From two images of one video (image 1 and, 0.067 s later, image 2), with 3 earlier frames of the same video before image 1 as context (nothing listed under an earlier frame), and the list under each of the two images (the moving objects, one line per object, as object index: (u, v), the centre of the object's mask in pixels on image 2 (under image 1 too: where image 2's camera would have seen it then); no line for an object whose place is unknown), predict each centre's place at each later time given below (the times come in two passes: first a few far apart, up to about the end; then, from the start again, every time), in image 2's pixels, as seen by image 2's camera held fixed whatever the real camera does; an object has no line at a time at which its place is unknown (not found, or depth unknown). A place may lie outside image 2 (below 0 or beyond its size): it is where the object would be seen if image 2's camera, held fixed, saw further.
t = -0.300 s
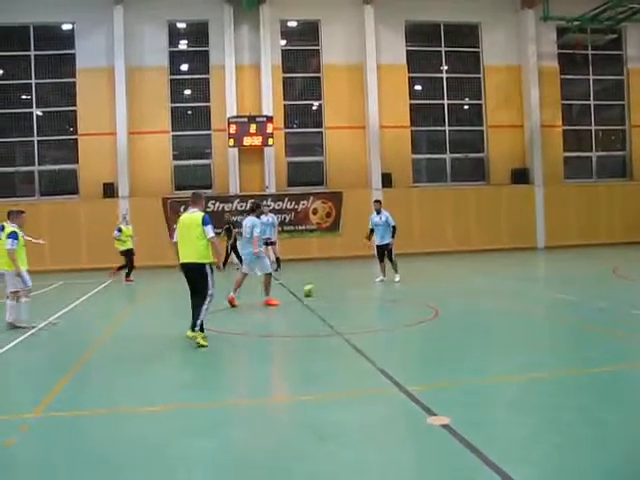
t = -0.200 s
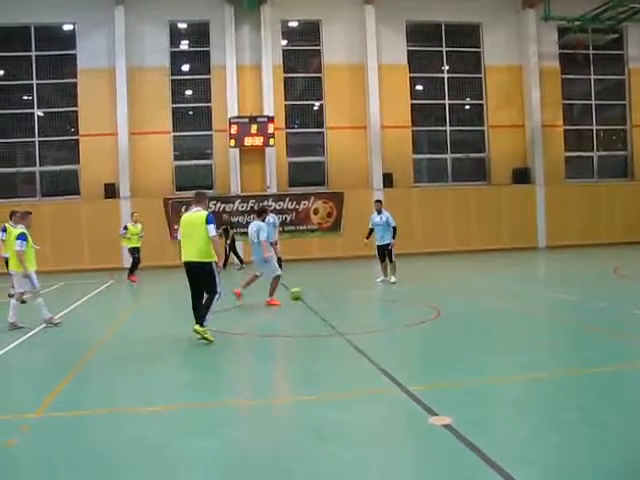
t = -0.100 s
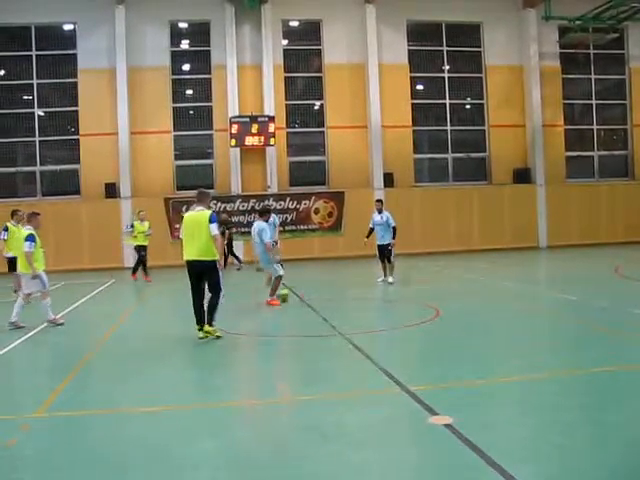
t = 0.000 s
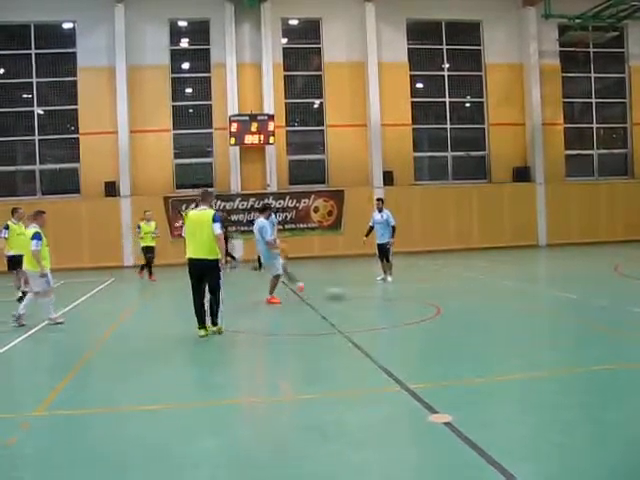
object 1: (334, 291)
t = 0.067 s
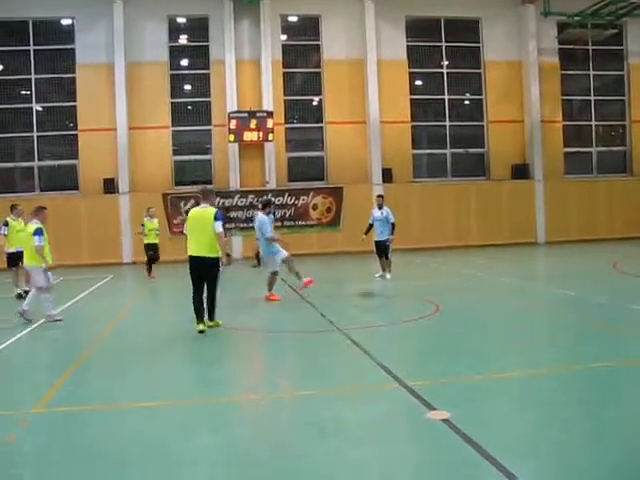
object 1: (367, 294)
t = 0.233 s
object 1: (453, 290)
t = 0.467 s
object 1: (561, 289)
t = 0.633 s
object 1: (631, 289)
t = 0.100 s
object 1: (388, 294)
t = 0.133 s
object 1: (397, 294)
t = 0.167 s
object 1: (419, 294)
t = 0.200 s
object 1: (435, 289)
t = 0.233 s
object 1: (453, 290)
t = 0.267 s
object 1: (469, 289)
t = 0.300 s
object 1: (484, 288)
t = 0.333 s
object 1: (499, 289)
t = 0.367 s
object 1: (516, 288)
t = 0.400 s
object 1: (531, 288)
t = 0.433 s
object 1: (547, 288)
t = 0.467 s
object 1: (561, 289)
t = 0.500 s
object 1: (574, 288)
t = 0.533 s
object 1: (590, 289)
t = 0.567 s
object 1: (604, 289)
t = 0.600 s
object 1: (618, 289)
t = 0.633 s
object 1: (631, 289)
